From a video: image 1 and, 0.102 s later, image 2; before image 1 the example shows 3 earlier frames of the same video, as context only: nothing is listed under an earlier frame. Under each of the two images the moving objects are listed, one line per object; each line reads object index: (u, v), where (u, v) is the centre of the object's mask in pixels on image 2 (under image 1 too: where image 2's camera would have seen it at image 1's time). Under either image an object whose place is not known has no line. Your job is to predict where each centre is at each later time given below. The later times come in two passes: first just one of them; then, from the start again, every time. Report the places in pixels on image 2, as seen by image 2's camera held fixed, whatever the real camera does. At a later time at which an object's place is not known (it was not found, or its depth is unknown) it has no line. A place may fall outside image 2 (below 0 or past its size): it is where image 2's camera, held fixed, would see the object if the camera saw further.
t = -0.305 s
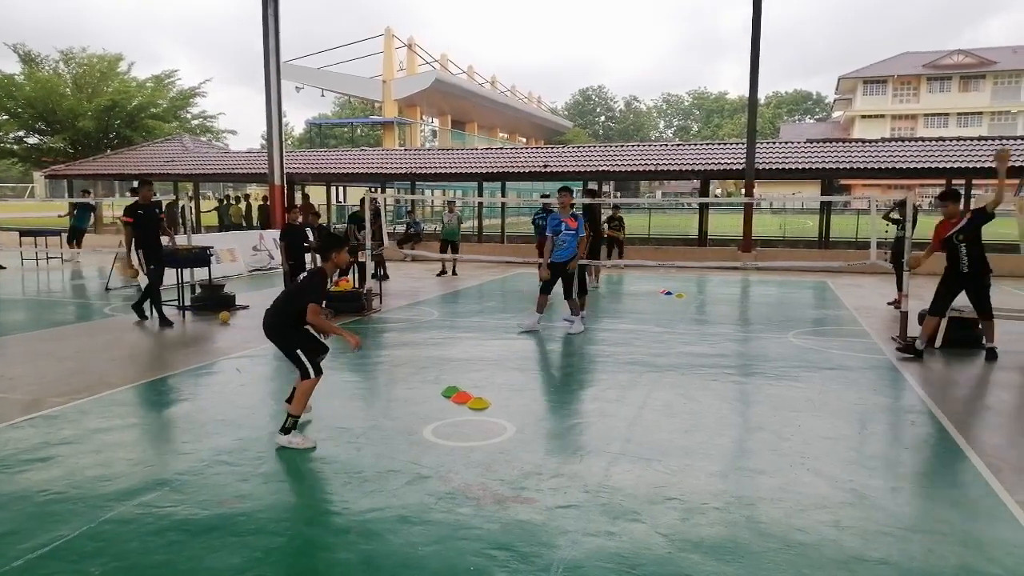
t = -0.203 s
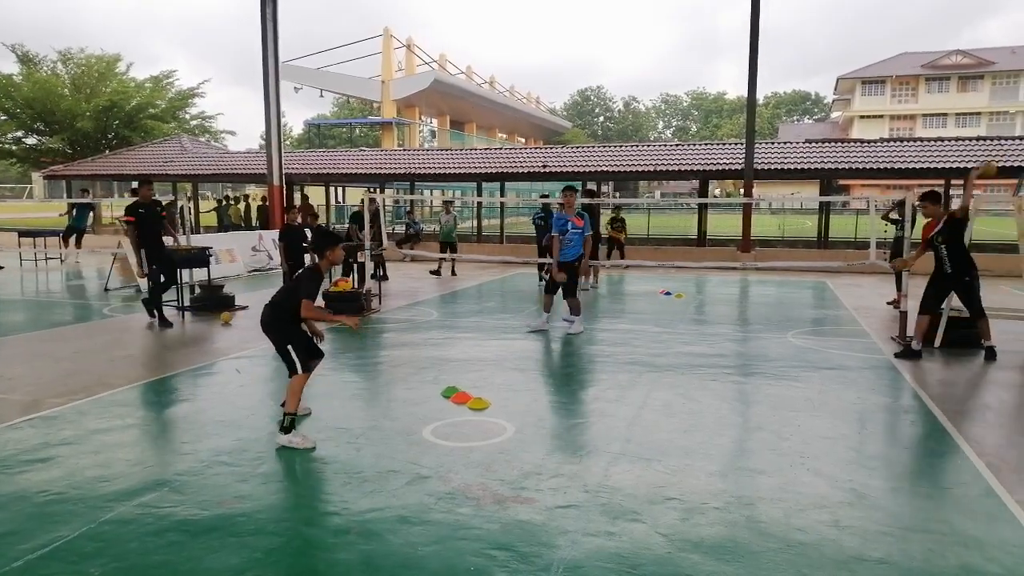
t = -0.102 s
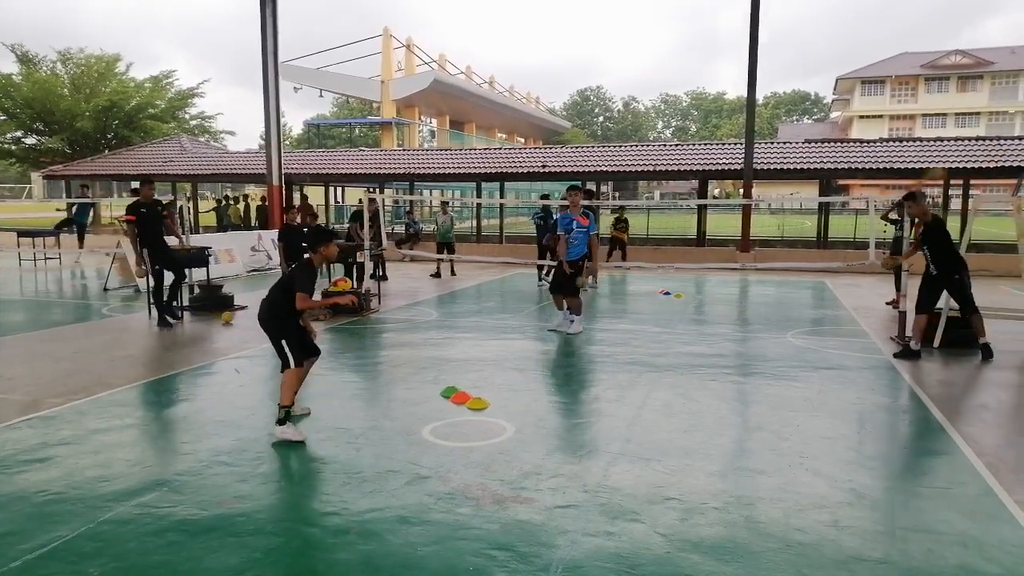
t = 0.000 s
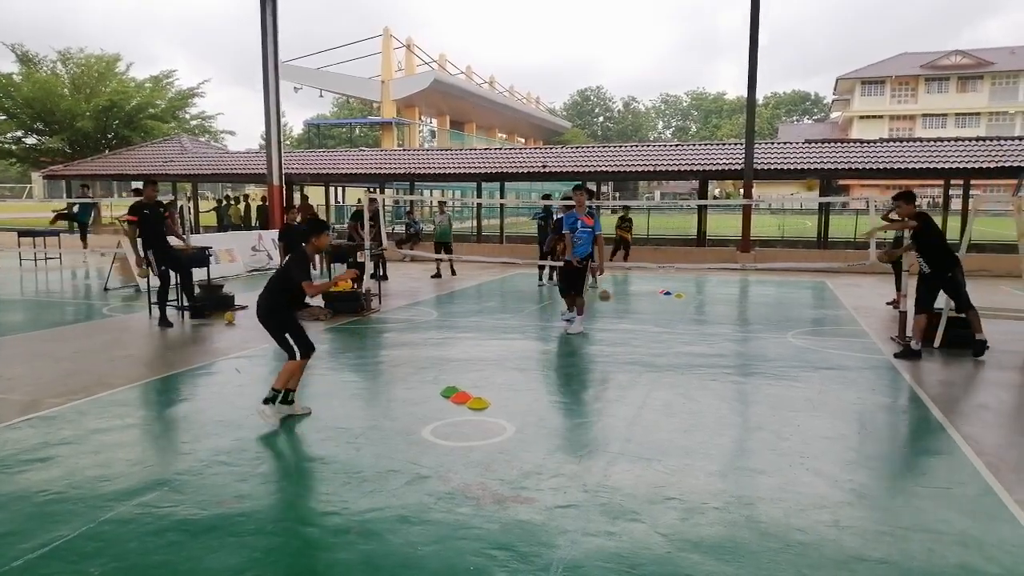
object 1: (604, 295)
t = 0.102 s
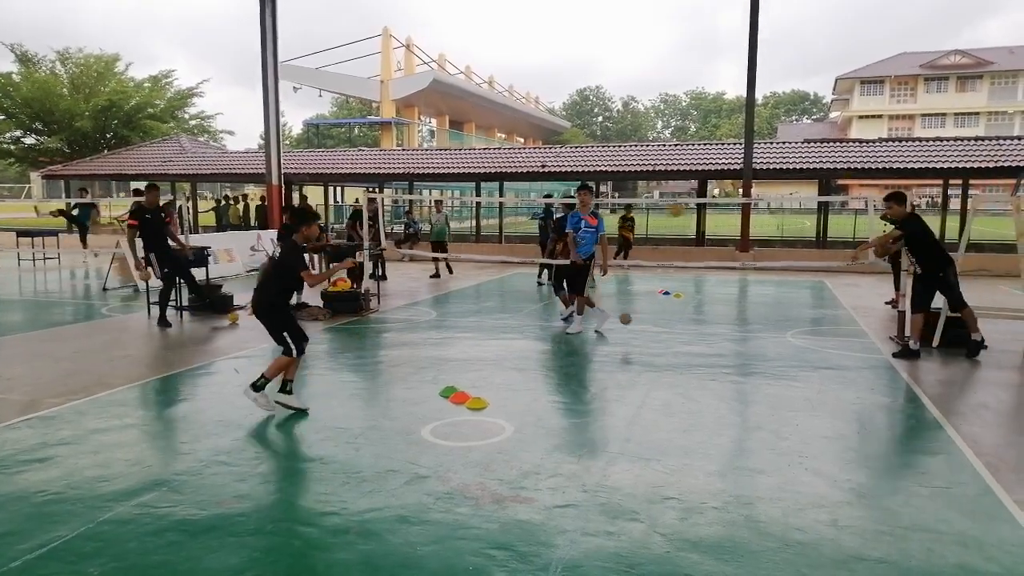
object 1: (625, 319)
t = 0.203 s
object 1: (645, 333)
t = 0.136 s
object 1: (633, 329)
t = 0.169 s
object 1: (640, 339)
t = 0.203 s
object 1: (645, 333)
